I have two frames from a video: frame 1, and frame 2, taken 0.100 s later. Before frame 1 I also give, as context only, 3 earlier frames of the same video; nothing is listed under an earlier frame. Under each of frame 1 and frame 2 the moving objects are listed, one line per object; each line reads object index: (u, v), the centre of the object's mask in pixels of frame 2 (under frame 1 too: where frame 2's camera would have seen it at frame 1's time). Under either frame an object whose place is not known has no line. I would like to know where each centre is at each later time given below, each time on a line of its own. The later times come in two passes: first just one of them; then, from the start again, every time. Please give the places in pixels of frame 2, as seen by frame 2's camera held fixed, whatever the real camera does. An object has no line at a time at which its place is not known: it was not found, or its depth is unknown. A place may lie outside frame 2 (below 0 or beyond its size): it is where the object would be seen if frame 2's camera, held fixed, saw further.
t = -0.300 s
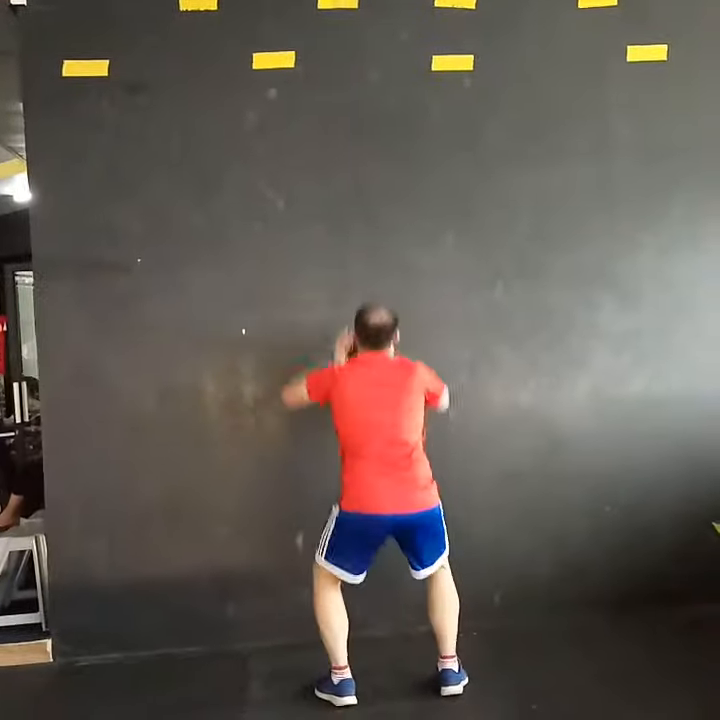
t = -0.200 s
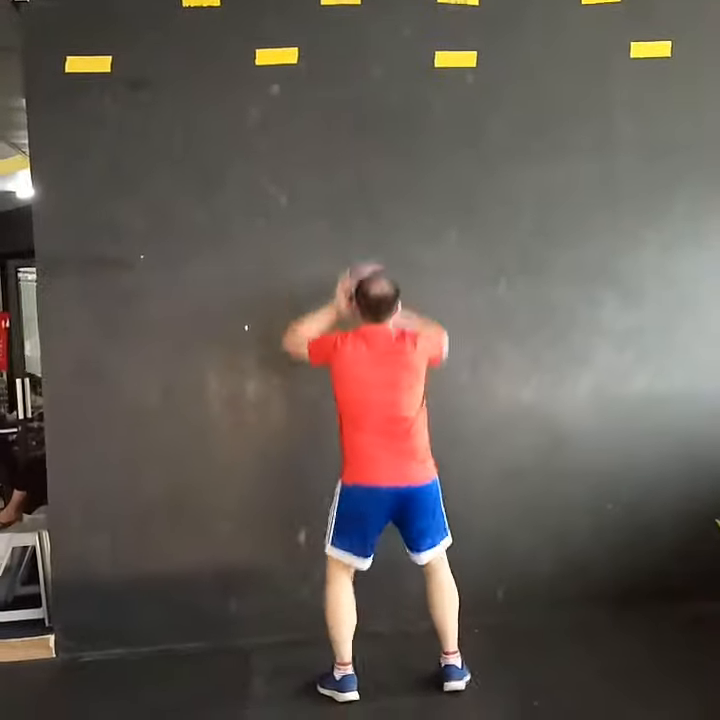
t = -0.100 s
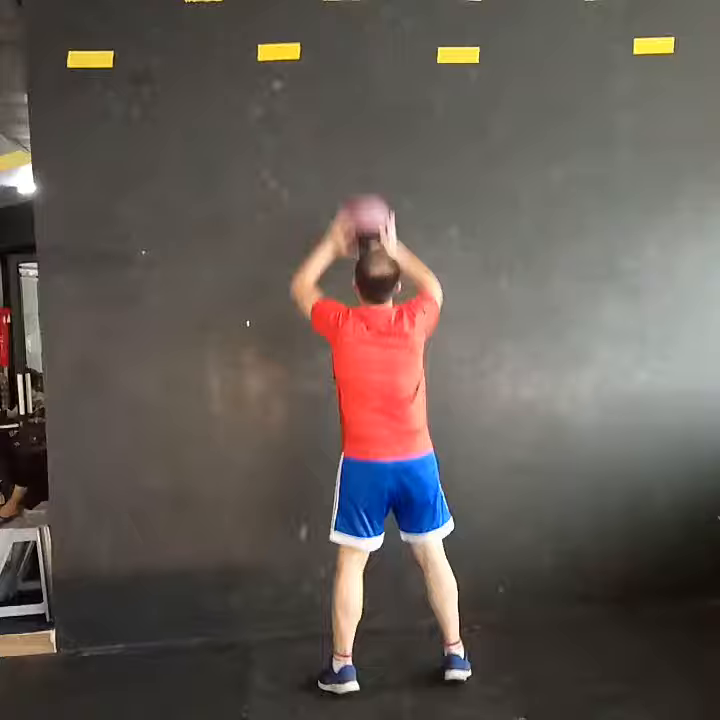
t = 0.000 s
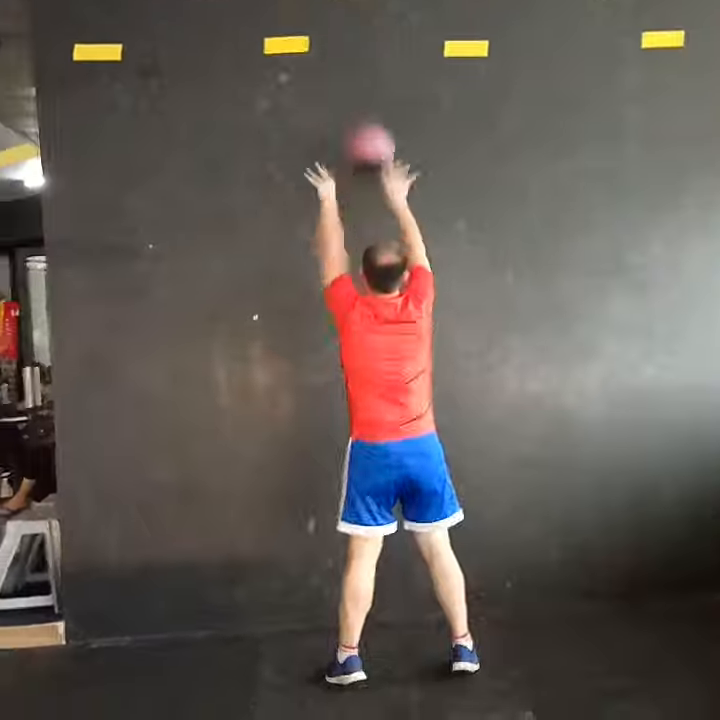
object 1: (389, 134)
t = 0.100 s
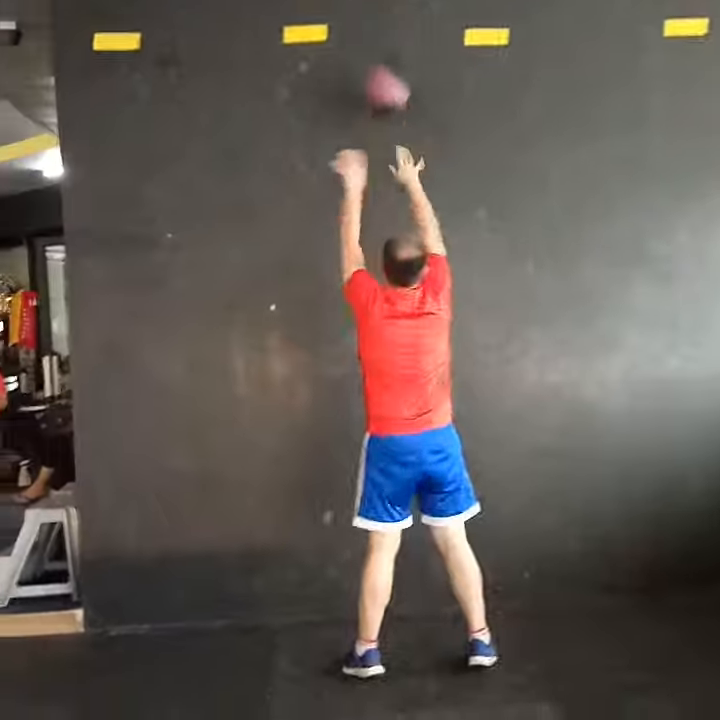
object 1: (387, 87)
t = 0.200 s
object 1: (384, 56)
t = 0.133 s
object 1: (385, 73)
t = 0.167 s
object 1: (385, 62)
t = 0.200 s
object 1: (384, 56)
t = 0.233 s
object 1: (385, 51)
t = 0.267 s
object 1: (385, 49)
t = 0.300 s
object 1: (386, 48)
